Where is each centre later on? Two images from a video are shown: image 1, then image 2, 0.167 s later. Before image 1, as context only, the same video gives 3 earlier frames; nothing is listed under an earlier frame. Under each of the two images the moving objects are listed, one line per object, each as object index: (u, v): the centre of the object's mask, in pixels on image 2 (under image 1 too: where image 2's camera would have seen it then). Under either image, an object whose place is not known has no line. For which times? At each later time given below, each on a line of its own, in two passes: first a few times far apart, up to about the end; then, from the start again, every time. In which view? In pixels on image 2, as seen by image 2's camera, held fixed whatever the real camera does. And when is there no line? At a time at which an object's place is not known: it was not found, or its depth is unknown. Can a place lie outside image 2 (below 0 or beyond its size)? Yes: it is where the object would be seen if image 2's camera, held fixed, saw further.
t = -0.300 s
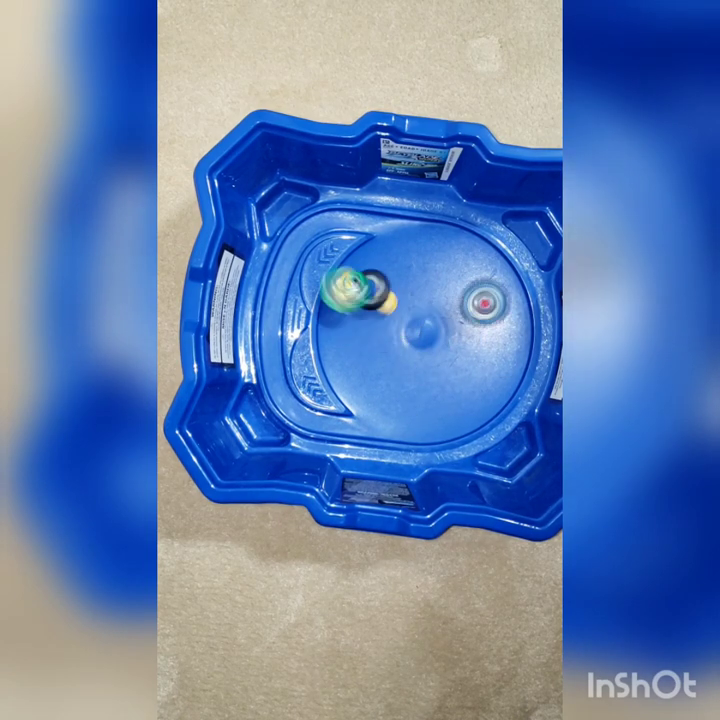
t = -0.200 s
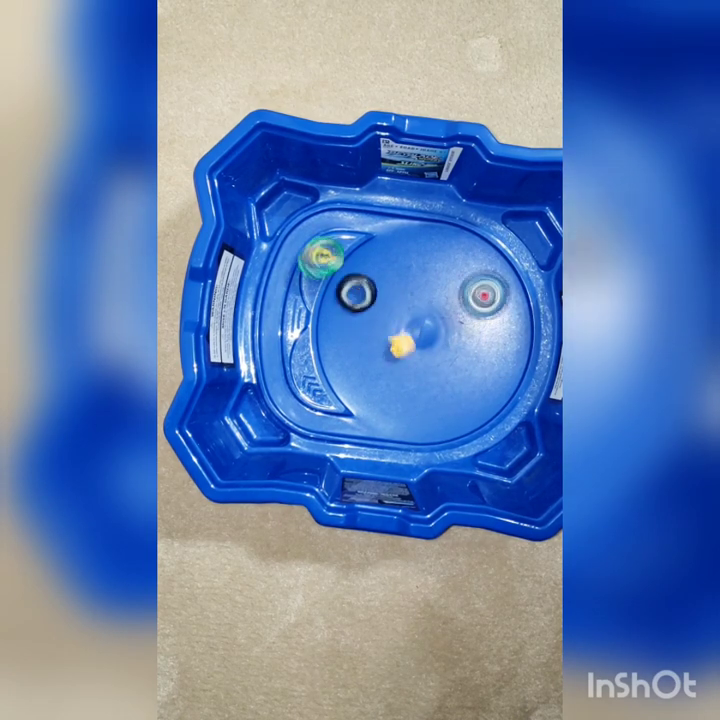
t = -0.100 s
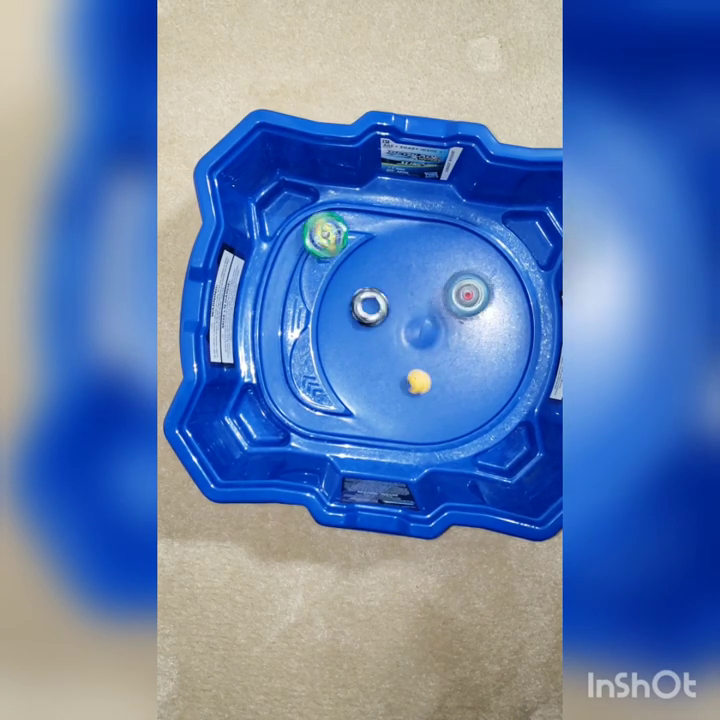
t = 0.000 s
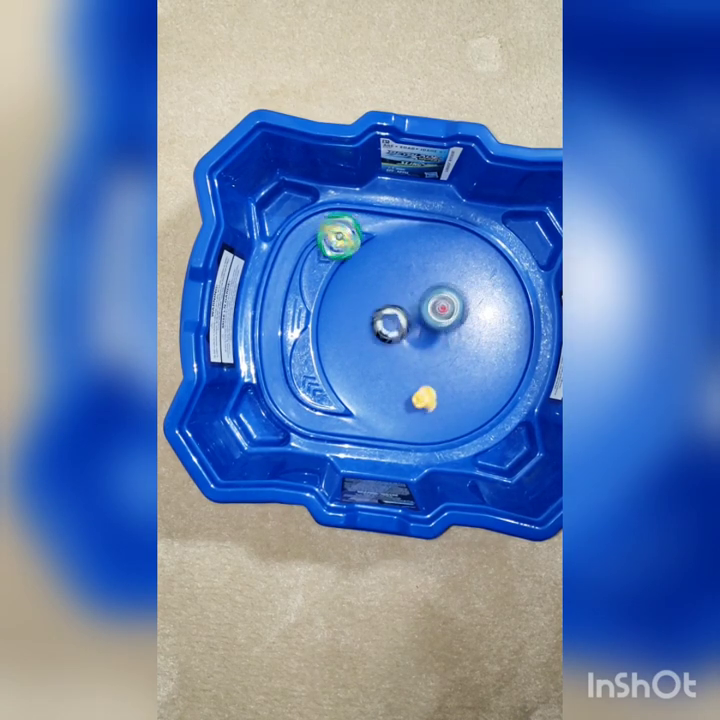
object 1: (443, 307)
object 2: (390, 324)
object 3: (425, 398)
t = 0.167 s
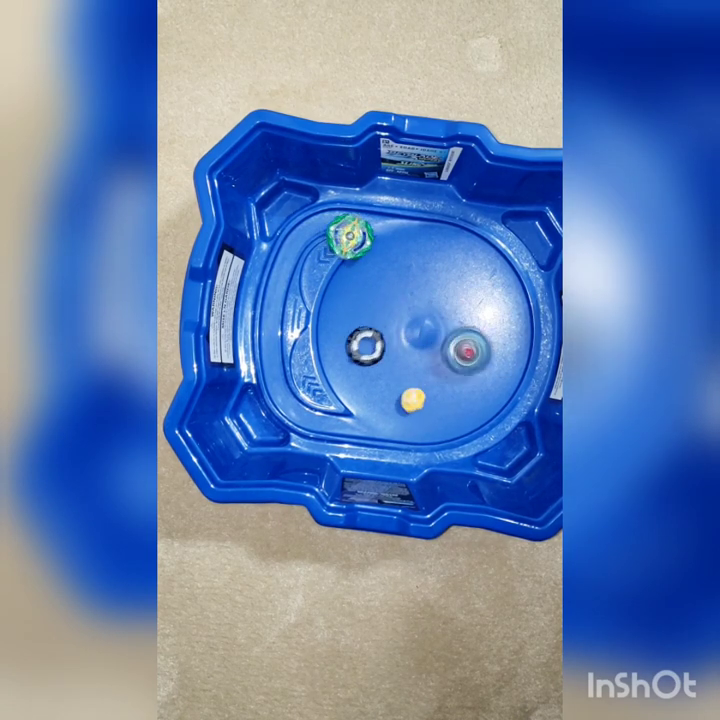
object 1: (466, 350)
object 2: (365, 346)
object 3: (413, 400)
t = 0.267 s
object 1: (496, 361)
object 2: (364, 347)
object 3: (407, 386)
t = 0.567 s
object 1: (481, 296)
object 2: (364, 347)
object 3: (404, 371)
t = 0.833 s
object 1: (366, 333)
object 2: (350, 369)
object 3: (404, 371)
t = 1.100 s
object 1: (385, 345)
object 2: (354, 368)
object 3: (427, 404)
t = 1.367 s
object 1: (401, 311)
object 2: (355, 367)
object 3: (468, 393)
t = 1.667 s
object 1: (404, 302)
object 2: (356, 367)
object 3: (421, 334)
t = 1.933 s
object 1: (404, 301)
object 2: (356, 367)
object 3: (394, 434)
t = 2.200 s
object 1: (436, 309)
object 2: (356, 367)
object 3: (415, 366)
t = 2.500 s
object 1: (433, 289)
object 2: (356, 367)
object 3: (418, 381)
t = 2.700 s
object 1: (418, 313)
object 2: (356, 367)
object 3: (401, 392)
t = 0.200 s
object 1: (476, 356)
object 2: (364, 347)
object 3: (411, 396)
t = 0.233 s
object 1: (486, 360)
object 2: (364, 347)
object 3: (409, 391)
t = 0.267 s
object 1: (496, 361)
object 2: (364, 347)
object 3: (407, 386)
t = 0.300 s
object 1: (504, 361)
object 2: (364, 347)
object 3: (405, 381)
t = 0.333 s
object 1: (513, 359)
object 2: (364, 347)
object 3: (405, 377)
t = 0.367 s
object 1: (520, 354)
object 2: (364, 347)
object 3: (404, 374)
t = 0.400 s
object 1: (522, 346)
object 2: (364, 347)
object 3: (404, 372)
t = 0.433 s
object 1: (524, 338)
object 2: (364, 347)
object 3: (404, 371)
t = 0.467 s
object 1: (520, 325)
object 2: (364, 347)
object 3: (404, 371)
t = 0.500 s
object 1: (512, 314)
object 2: (364, 347)
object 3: (404, 371)
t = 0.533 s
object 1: (498, 302)
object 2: (364, 347)
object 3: (404, 371)
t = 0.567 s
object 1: (481, 296)
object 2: (364, 347)
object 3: (404, 371)
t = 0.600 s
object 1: (460, 293)
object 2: (364, 347)
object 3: (404, 371)
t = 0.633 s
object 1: (439, 295)
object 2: (364, 347)
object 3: (404, 371)
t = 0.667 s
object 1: (420, 300)
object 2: (364, 347)
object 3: (404, 371)
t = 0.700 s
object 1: (405, 309)
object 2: (364, 347)
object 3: (404, 371)
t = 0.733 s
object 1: (388, 318)
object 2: (363, 348)
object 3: (404, 371)
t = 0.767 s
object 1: (377, 326)
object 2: (358, 359)
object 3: (404, 371)
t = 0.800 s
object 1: (371, 329)
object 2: (353, 363)
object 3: (404, 371)
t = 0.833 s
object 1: (366, 333)
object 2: (350, 369)
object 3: (404, 371)
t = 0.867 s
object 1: (364, 336)
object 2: (350, 372)
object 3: (404, 371)
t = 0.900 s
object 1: (367, 338)
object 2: (346, 373)
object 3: (404, 371)
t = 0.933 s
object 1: (370, 340)
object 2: (348, 372)
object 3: (404, 370)
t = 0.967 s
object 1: (372, 342)
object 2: (351, 371)
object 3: (404, 370)
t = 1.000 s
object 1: (374, 346)
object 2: (350, 374)
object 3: (404, 370)
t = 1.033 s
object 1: (378, 348)
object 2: (348, 371)
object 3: (404, 370)
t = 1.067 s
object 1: (383, 347)
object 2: (353, 369)
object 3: (413, 383)
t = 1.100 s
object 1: (385, 345)
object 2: (354, 368)
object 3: (427, 404)
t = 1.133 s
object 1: (388, 342)
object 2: (355, 368)
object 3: (440, 424)
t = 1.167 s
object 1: (390, 338)
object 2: (355, 368)
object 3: (451, 436)
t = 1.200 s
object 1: (393, 334)
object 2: (355, 367)
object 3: (458, 434)
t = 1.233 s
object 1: (395, 329)
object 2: (355, 367)
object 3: (463, 430)
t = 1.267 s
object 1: (397, 325)
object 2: (355, 367)
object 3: (466, 422)
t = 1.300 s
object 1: (399, 320)
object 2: (355, 367)
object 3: (468, 413)
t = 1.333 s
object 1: (400, 315)
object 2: (355, 367)
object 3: (469, 404)
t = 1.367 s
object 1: (401, 311)
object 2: (355, 367)
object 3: (468, 393)
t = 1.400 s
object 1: (402, 306)
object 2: (355, 367)
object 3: (465, 381)
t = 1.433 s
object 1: (401, 304)
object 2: (355, 367)
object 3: (461, 370)
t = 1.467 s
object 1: (402, 302)
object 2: (355, 367)
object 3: (454, 358)
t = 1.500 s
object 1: (401, 301)
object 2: (355, 367)
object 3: (446, 348)
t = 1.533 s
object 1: (402, 301)
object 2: (355, 367)
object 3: (439, 339)
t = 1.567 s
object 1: (402, 301)
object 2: (356, 367)
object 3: (433, 333)
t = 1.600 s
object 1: (403, 302)
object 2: (356, 367)
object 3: (428, 329)
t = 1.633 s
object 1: (404, 302)
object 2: (356, 367)
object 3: (425, 328)
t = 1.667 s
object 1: (404, 302)
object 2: (356, 367)
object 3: (421, 334)
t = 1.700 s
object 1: (405, 299)
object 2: (356, 367)
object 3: (420, 359)
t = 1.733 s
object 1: (404, 296)
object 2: (356, 367)
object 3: (419, 384)
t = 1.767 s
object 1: (404, 295)
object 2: (356, 367)
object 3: (417, 405)
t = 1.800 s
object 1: (402, 294)
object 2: (356, 367)
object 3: (413, 422)
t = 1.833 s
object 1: (402, 295)
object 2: (356, 367)
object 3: (406, 436)
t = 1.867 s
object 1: (402, 296)
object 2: (356, 367)
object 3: (402, 439)
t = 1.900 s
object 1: (403, 299)
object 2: (356, 367)
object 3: (398, 438)
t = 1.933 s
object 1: (404, 301)
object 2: (356, 367)
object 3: (394, 434)
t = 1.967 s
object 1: (407, 304)
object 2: (356, 367)
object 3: (391, 428)
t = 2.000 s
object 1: (409, 307)
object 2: (356, 367)
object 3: (389, 422)
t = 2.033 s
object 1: (412, 310)
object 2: (356, 367)
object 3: (389, 415)
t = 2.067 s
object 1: (416, 311)
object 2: (356, 367)
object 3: (391, 406)
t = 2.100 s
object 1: (421, 312)
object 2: (356, 367)
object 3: (395, 396)
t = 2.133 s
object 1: (427, 312)
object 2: (356, 367)
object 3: (400, 386)
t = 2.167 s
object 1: (433, 311)
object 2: (356, 367)
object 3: (407, 376)
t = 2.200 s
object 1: (436, 309)
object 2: (356, 367)
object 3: (415, 366)
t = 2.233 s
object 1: (439, 307)
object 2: (356, 367)
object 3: (422, 356)
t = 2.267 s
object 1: (441, 306)
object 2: (356, 367)
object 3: (428, 347)
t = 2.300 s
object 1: (442, 304)
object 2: (356, 367)
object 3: (435, 340)
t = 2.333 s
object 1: (443, 303)
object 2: (356, 367)
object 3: (440, 338)
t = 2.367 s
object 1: (445, 298)
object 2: (356, 367)
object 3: (437, 349)
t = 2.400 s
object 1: (444, 294)
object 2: (356, 367)
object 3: (431, 358)
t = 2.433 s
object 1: (441, 290)
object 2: (356, 367)
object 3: (425, 369)
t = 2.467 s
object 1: (437, 288)
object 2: (356, 367)
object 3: (422, 376)
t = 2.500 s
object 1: (433, 289)
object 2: (356, 367)
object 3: (418, 381)
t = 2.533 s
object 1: (429, 290)
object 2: (356, 367)
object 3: (413, 386)
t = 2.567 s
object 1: (425, 293)
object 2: (356, 367)
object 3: (411, 392)
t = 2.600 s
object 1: (421, 298)
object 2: (356, 367)
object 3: (408, 395)
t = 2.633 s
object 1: (420, 302)
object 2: (356, 367)
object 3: (405, 394)
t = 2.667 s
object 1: (418, 308)
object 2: (356, 367)
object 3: (402, 394)
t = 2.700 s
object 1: (418, 313)
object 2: (356, 367)
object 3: (401, 392)
